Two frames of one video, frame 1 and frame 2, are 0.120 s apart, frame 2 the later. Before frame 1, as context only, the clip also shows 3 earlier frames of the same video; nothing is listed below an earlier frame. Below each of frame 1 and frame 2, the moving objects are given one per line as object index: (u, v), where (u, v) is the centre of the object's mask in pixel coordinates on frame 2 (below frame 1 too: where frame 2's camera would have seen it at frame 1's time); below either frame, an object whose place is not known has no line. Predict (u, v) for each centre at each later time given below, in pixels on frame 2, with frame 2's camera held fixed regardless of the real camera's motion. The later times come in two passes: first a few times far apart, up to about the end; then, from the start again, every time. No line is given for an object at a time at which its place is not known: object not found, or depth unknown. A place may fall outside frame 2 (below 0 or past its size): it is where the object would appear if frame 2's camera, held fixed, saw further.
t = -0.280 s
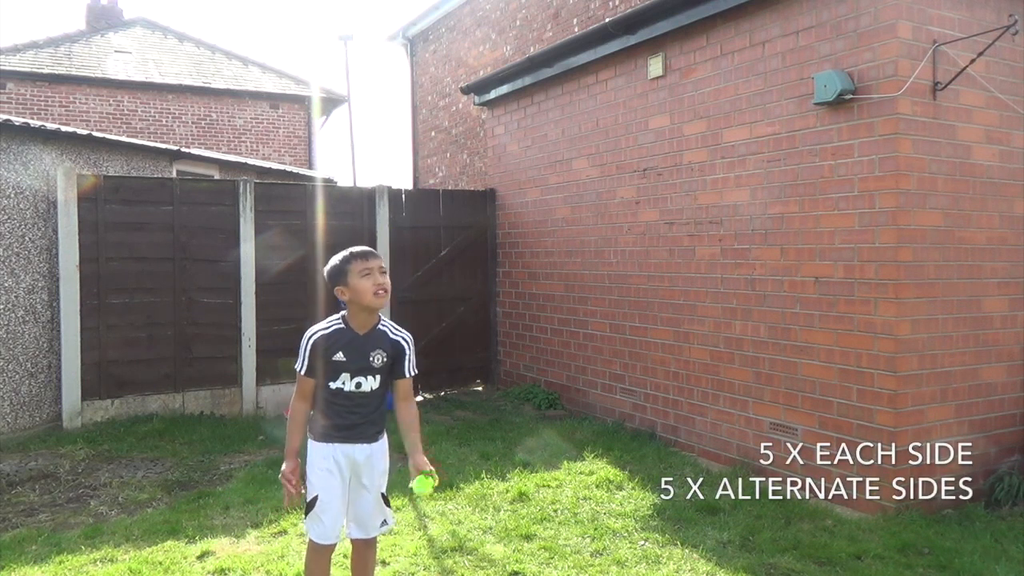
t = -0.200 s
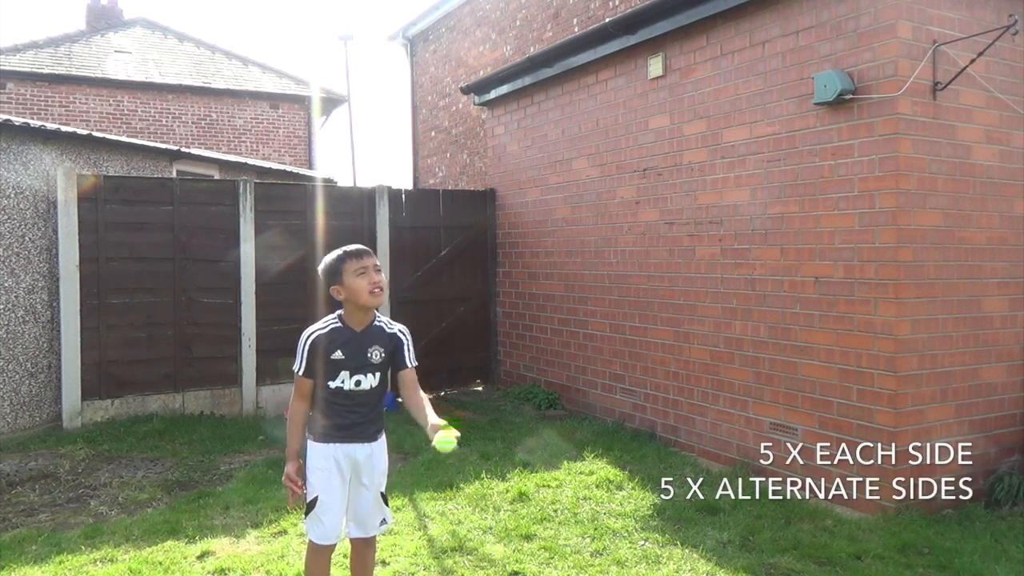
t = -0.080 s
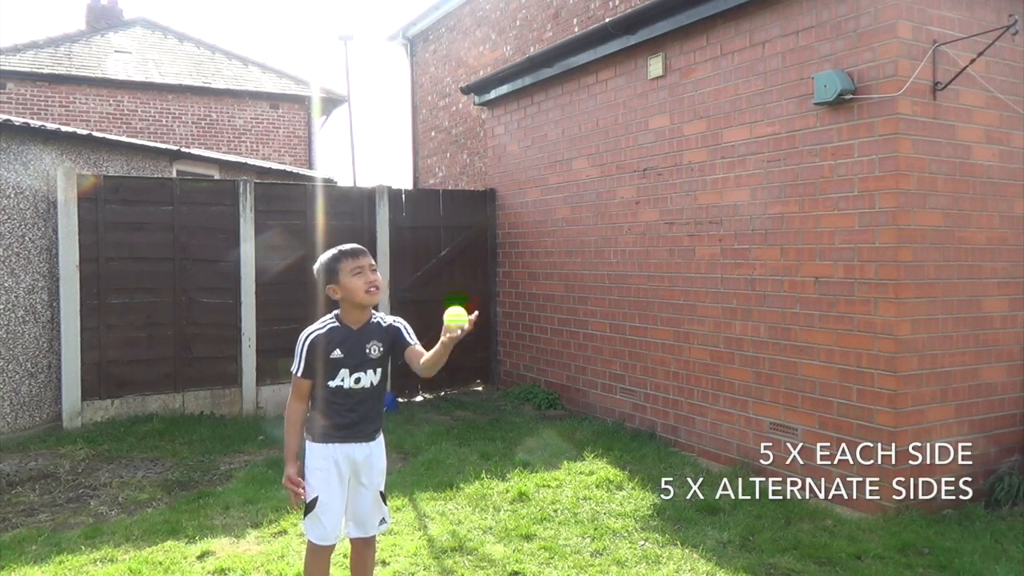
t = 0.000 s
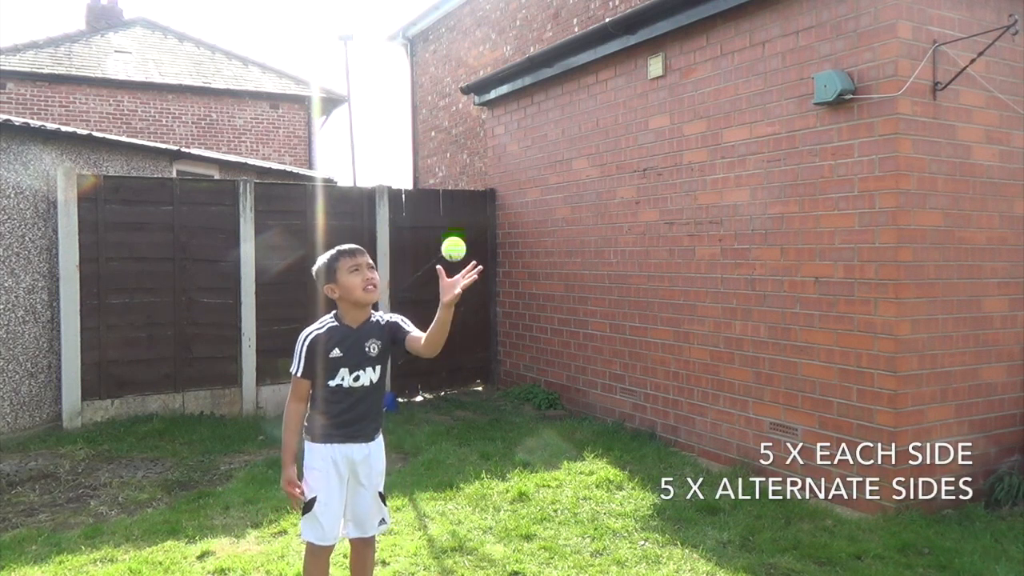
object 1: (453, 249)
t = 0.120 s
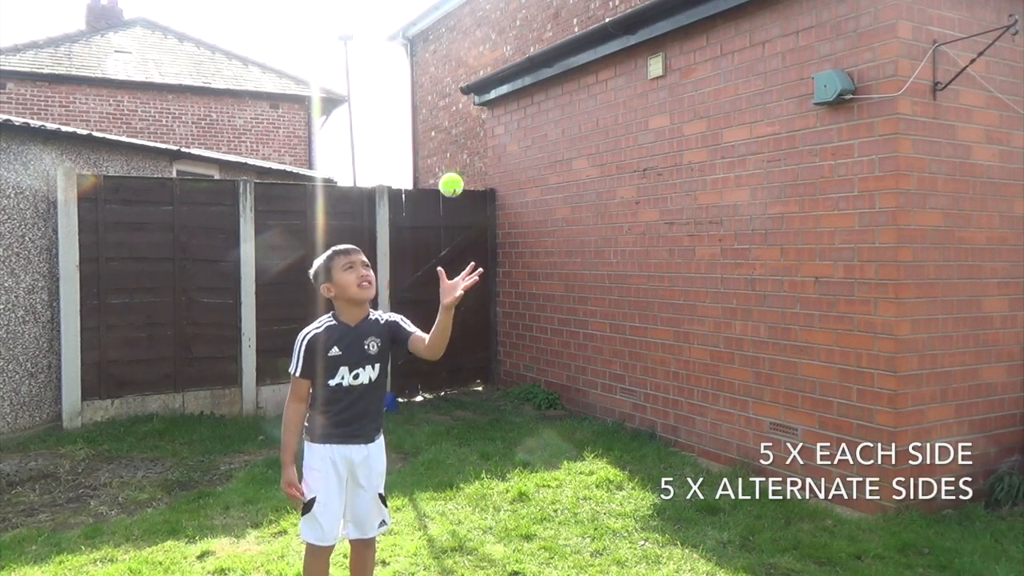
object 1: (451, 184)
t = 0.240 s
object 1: (449, 169)
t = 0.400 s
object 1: (449, 227)
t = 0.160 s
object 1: (450, 173)
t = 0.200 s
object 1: (449, 169)
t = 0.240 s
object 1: (449, 169)
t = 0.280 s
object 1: (449, 175)
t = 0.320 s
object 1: (449, 187)
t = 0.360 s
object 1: (449, 204)
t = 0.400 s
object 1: (449, 227)
